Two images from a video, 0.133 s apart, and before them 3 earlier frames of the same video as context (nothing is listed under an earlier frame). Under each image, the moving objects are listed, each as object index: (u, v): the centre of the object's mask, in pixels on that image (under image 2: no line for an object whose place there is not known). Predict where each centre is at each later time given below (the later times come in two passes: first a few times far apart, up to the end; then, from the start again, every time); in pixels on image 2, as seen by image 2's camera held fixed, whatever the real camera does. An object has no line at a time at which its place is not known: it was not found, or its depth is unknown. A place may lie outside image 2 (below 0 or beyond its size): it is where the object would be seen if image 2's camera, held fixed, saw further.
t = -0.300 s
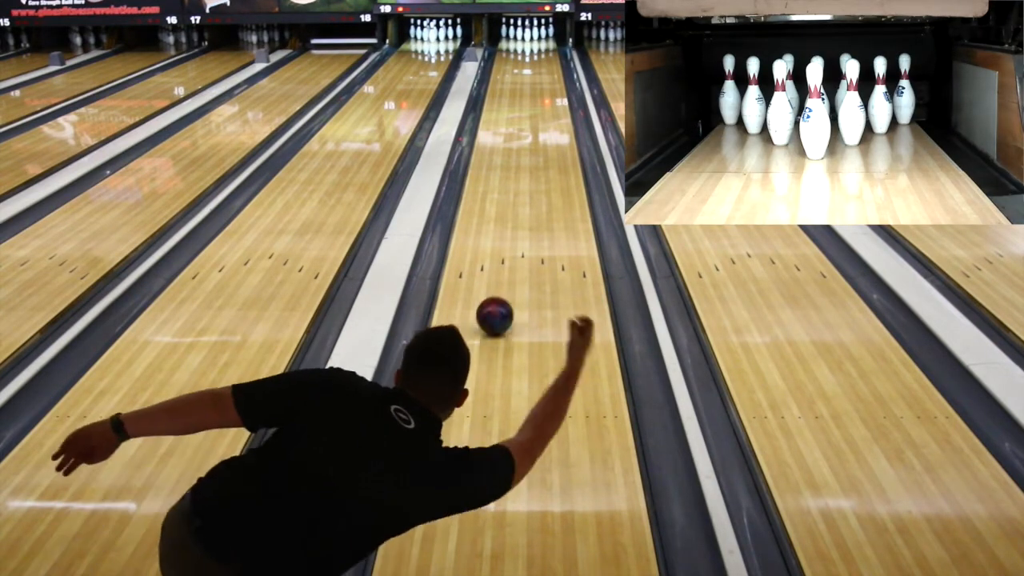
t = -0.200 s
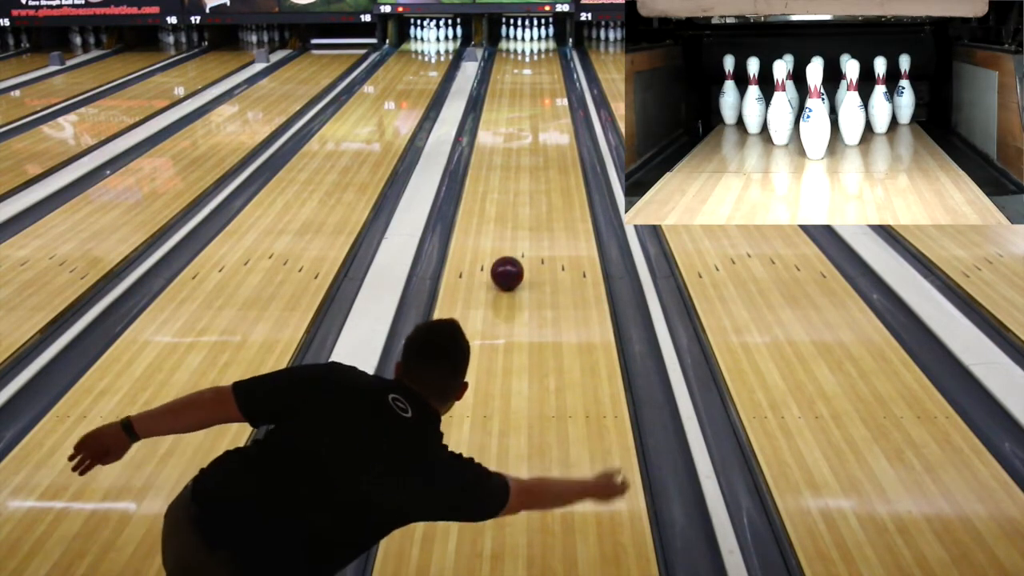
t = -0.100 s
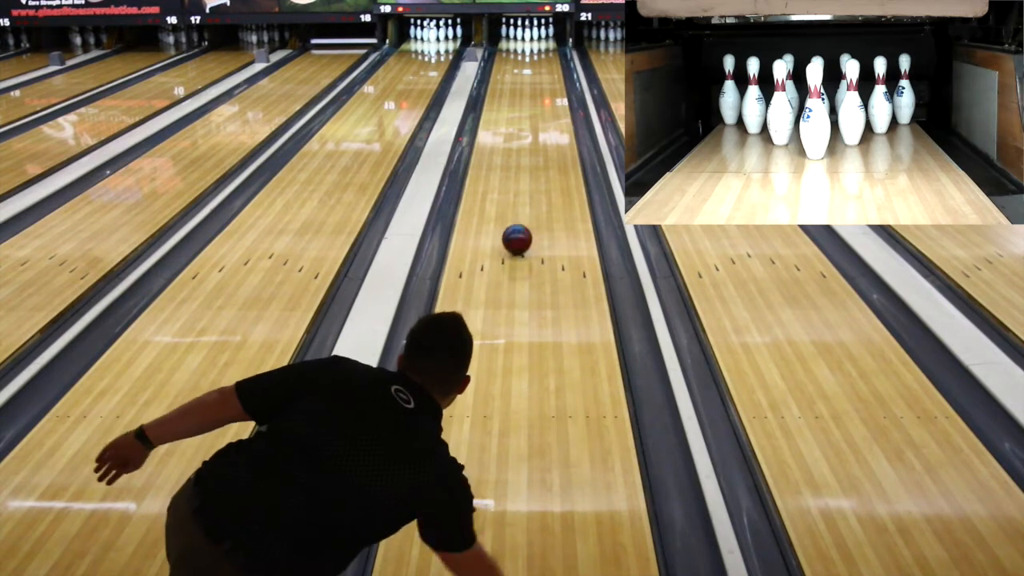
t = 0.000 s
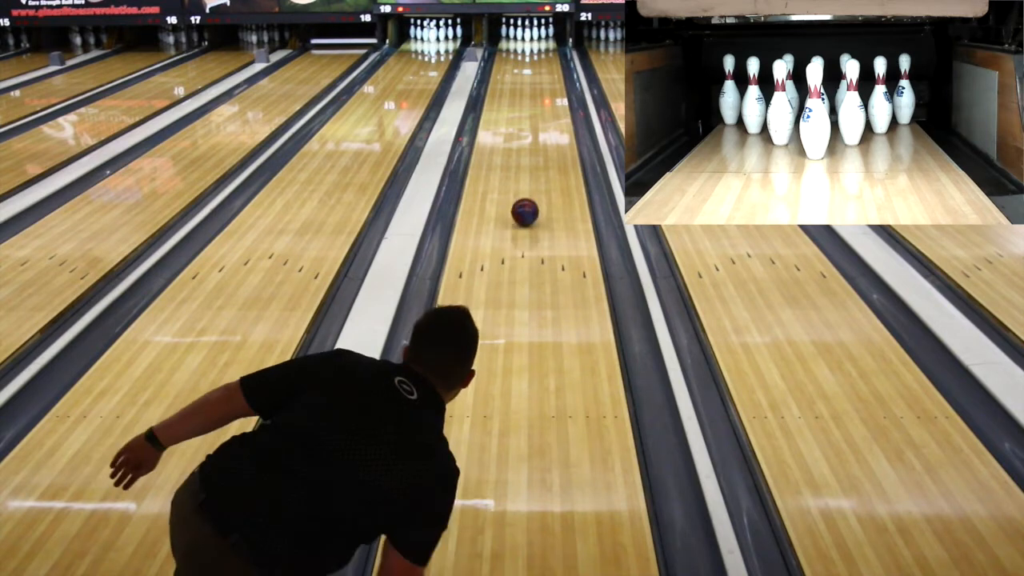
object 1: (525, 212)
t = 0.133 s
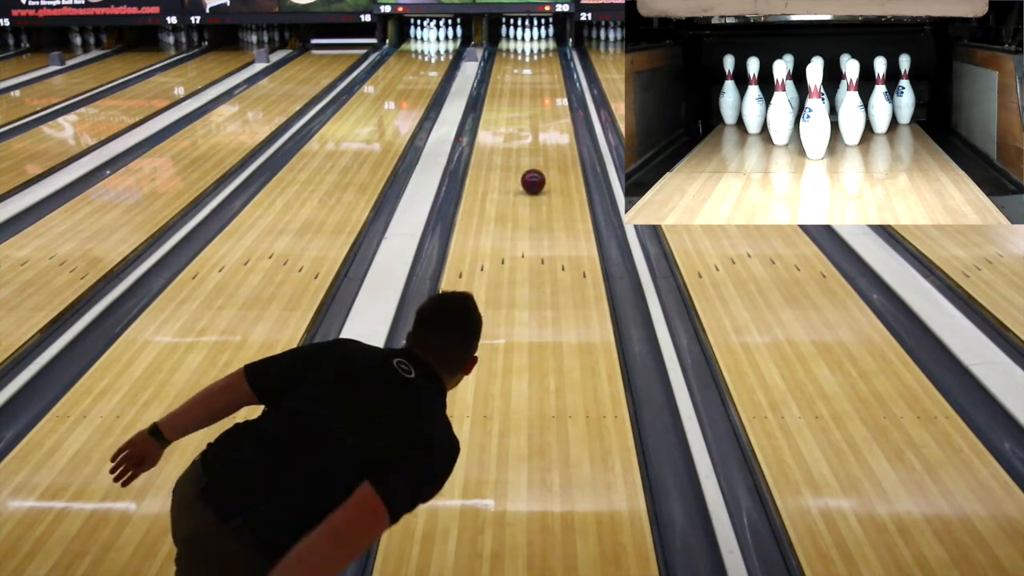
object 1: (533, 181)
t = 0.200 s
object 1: (536, 168)
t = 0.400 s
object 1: (544, 135)
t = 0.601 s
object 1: (549, 111)
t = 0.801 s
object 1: (552, 92)
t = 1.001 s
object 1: (554, 75)
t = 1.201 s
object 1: (552, 63)
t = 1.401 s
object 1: (546, 52)
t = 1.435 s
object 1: (545, 51)
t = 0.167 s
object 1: (534, 175)
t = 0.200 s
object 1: (536, 168)
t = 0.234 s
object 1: (538, 162)
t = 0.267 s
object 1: (539, 156)
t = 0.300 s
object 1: (540, 151)
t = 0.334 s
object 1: (541, 145)
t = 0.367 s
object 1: (543, 140)
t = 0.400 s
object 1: (544, 135)
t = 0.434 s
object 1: (545, 131)
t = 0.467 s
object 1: (546, 126)
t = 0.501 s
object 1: (547, 122)
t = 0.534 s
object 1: (547, 118)
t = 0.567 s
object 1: (548, 114)
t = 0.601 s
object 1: (549, 111)
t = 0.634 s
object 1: (549, 107)
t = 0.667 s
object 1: (550, 104)
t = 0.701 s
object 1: (551, 101)
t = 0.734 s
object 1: (551, 97)
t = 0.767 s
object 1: (552, 94)
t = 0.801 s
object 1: (552, 92)
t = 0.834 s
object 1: (553, 88)
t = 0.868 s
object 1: (553, 86)
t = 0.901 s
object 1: (553, 83)
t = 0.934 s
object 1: (553, 80)
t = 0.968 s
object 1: (553, 78)
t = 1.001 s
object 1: (554, 75)
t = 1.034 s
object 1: (553, 73)
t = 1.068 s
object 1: (553, 71)
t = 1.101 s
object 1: (553, 69)
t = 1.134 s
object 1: (552, 67)
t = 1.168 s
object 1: (552, 64)
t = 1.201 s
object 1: (552, 63)
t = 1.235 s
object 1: (551, 61)
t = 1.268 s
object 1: (550, 59)
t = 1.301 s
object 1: (549, 57)
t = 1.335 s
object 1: (549, 56)
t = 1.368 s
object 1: (547, 54)
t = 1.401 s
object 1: (546, 52)
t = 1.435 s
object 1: (545, 51)
